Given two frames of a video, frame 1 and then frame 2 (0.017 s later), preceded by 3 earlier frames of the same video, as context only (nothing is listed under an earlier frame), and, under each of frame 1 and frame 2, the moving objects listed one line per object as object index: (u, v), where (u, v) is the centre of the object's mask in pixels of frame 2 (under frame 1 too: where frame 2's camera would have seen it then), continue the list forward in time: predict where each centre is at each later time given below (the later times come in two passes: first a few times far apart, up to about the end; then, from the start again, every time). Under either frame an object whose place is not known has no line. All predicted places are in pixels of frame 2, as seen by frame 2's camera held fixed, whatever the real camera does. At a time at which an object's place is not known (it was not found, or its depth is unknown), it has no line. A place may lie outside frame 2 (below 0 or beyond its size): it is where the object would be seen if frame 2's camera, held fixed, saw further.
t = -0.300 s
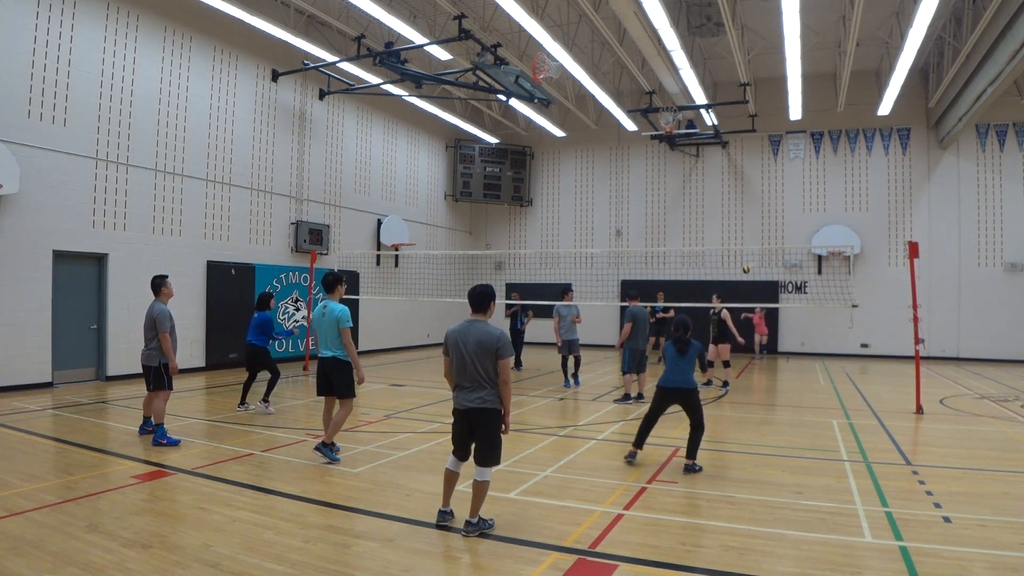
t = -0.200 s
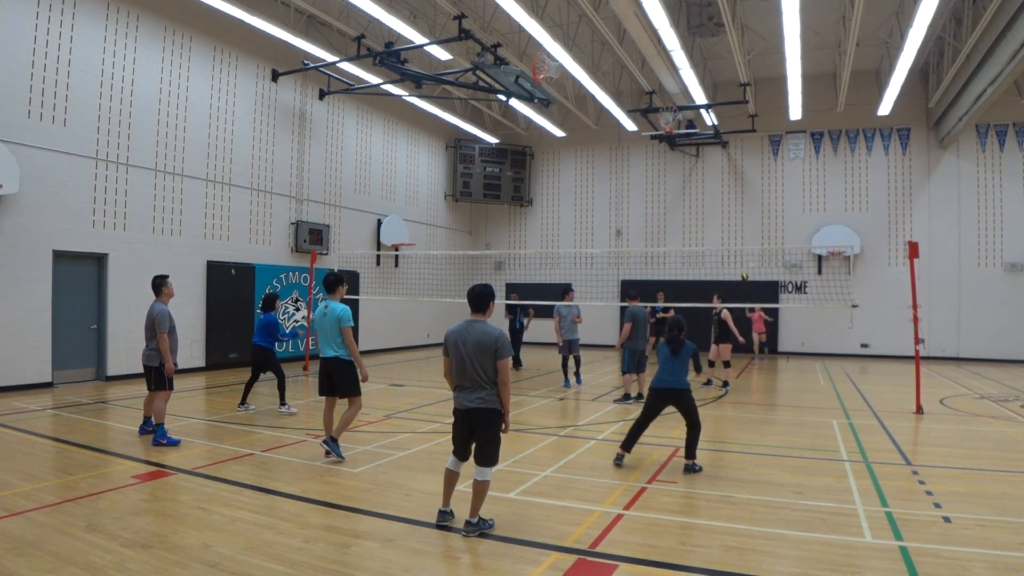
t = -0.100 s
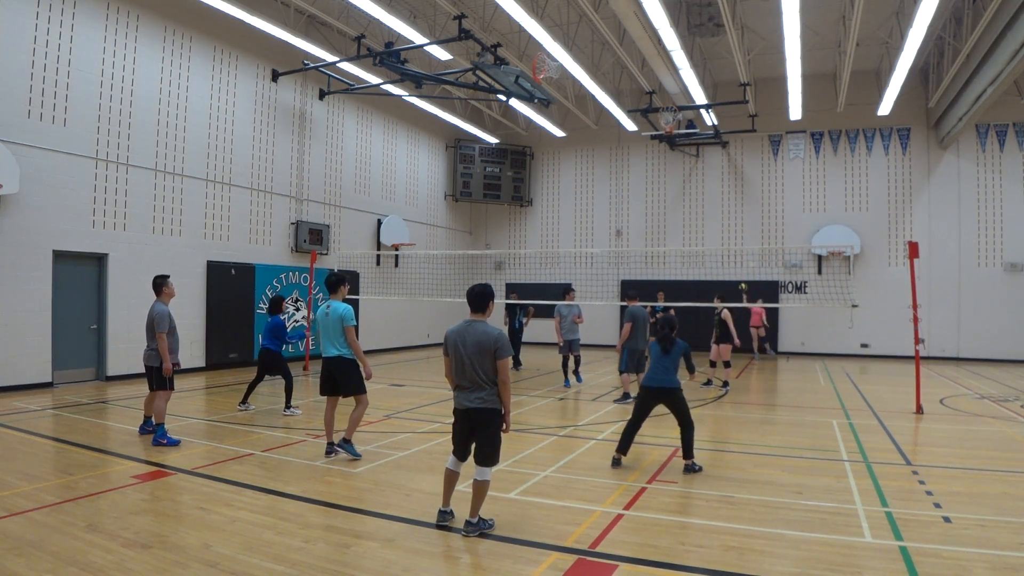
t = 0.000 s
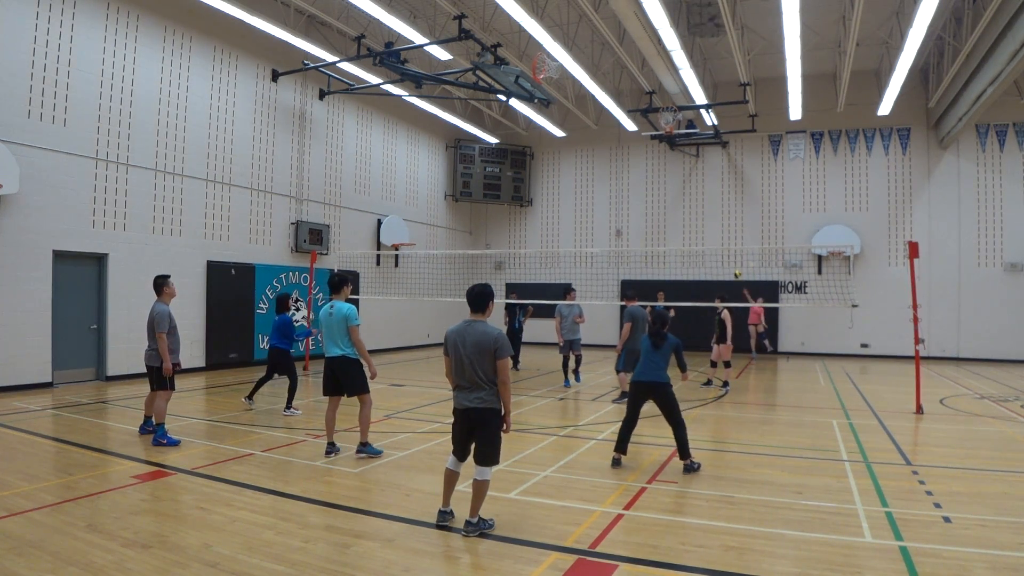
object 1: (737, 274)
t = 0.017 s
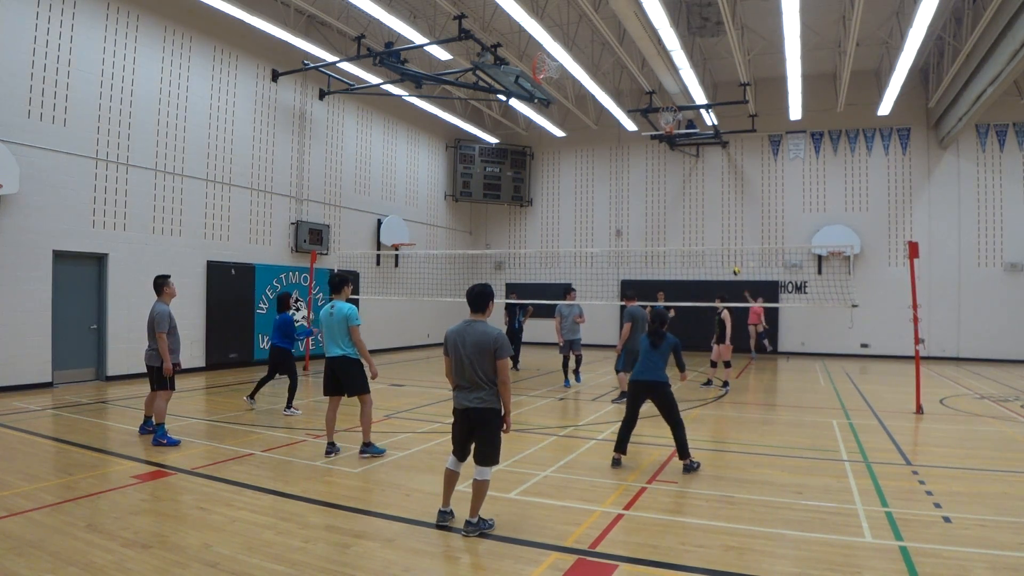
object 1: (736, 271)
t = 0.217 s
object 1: (716, 234)
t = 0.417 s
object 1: (689, 209)
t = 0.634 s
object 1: (649, 198)
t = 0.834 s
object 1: (598, 219)
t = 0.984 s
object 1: (549, 269)
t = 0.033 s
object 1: (734, 268)
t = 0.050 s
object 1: (733, 265)
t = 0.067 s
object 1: (731, 262)
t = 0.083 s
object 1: (730, 259)
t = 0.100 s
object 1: (728, 256)
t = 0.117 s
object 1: (727, 253)
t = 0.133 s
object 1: (726, 252)
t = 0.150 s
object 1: (723, 245)
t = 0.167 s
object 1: (721, 243)
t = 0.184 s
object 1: (720, 241)
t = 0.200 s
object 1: (718, 238)
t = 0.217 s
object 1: (716, 234)
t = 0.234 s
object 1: (714, 231)
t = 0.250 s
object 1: (712, 229)
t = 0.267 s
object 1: (710, 227)
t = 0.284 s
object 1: (708, 225)
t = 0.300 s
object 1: (705, 222)
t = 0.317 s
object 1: (704, 220)
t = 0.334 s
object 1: (701, 218)
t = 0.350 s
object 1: (699, 216)
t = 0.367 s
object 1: (697, 214)
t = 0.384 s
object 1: (694, 212)
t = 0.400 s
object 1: (692, 210)
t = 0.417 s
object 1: (689, 209)
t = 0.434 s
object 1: (687, 207)
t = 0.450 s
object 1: (684, 205)
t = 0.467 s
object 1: (681, 204)
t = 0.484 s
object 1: (678, 204)
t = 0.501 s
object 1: (676, 202)
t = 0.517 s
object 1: (673, 202)
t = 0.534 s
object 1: (670, 200)
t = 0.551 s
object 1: (666, 199)
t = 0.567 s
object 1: (664, 199)
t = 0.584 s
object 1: (660, 199)
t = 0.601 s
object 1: (657, 199)
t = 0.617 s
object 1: (653, 198)
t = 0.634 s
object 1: (649, 198)
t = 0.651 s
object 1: (646, 199)
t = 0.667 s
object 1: (642, 200)
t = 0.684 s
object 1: (638, 200)
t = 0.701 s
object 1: (633, 201)
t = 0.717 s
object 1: (629, 202)
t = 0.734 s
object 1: (625, 204)
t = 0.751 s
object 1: (621, 206)
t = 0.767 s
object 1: (617, 208)
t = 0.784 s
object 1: (612, 210)
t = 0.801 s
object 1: (608, 213)
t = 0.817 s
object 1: (603, 216)
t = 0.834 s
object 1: (598, 219)
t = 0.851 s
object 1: (593, 222)
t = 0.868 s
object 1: (588, 227)
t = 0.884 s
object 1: (583, 232)
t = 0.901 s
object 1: (578, 237)
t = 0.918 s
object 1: (572, 242)
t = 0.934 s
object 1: (566, 247)
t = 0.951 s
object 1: (561, 254)
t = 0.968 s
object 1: (555, 261)
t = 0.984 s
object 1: (549, 269)
